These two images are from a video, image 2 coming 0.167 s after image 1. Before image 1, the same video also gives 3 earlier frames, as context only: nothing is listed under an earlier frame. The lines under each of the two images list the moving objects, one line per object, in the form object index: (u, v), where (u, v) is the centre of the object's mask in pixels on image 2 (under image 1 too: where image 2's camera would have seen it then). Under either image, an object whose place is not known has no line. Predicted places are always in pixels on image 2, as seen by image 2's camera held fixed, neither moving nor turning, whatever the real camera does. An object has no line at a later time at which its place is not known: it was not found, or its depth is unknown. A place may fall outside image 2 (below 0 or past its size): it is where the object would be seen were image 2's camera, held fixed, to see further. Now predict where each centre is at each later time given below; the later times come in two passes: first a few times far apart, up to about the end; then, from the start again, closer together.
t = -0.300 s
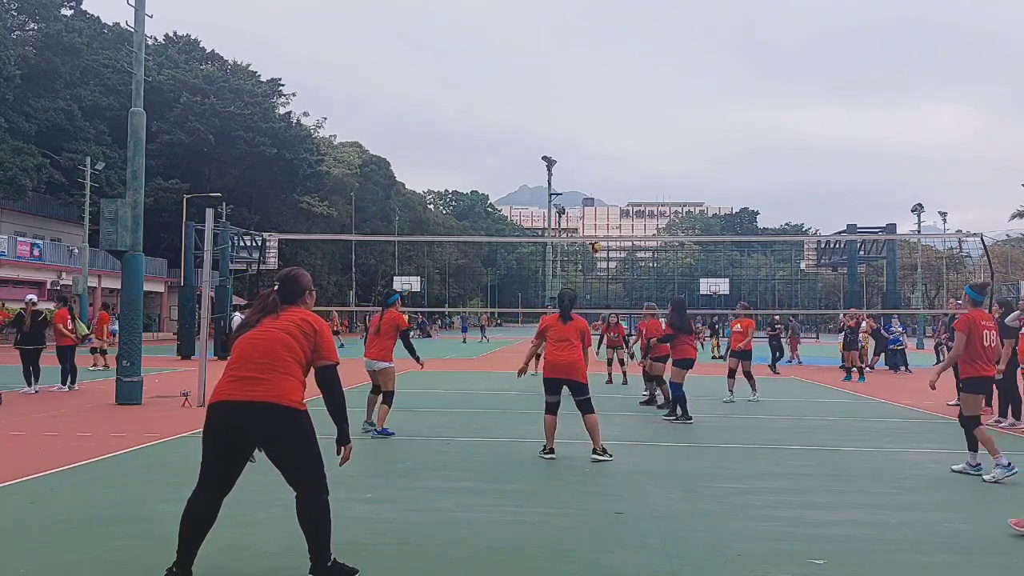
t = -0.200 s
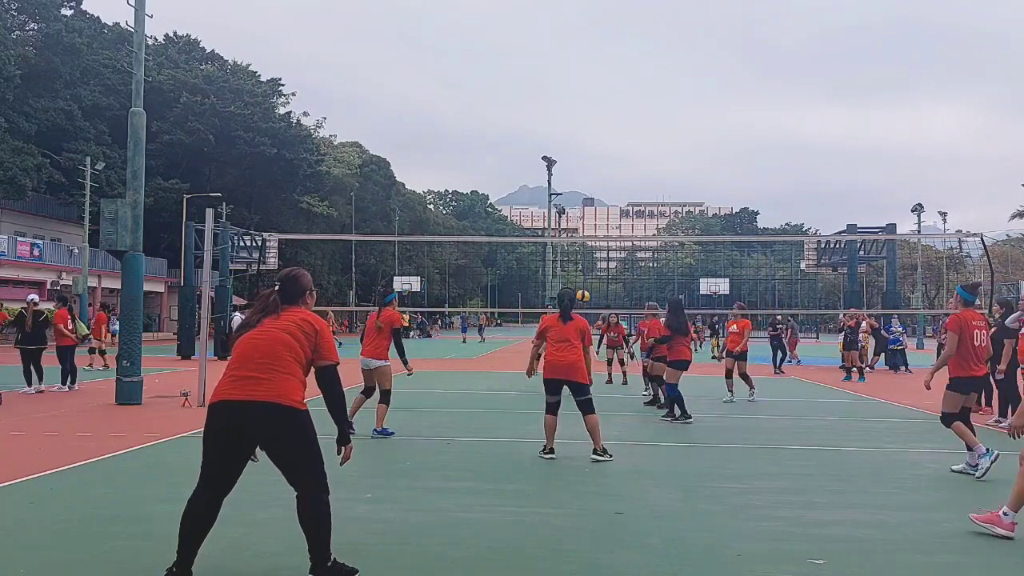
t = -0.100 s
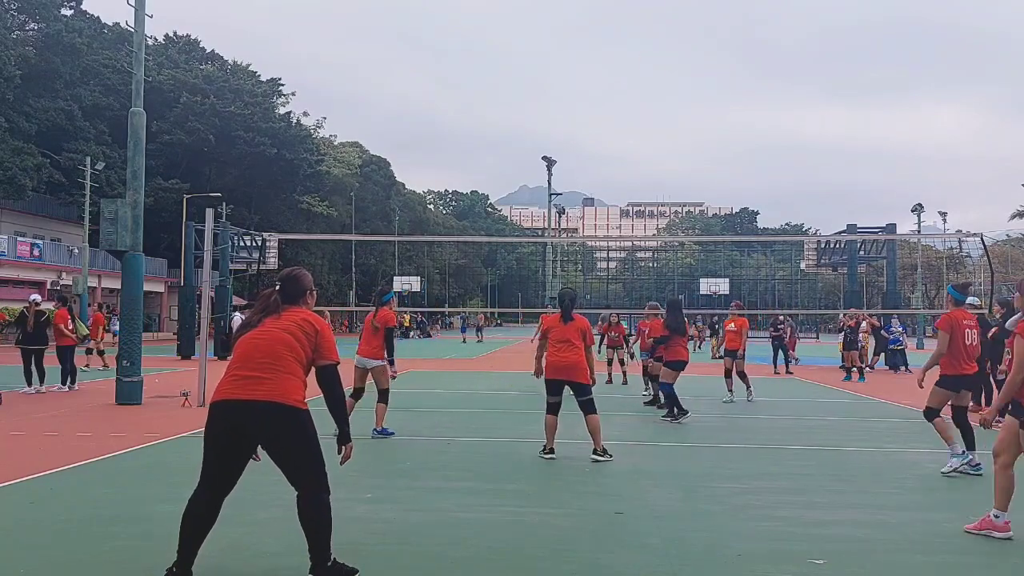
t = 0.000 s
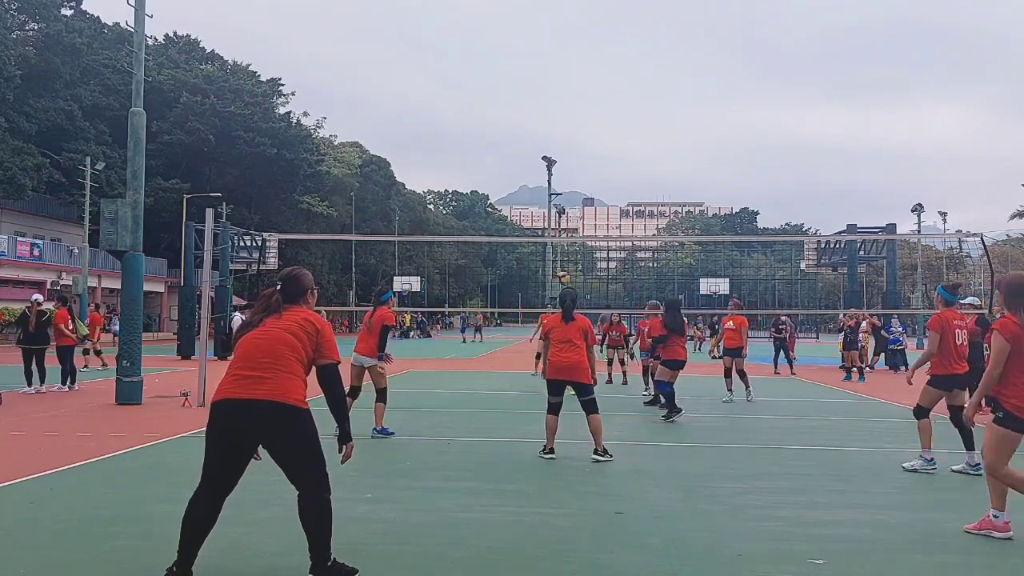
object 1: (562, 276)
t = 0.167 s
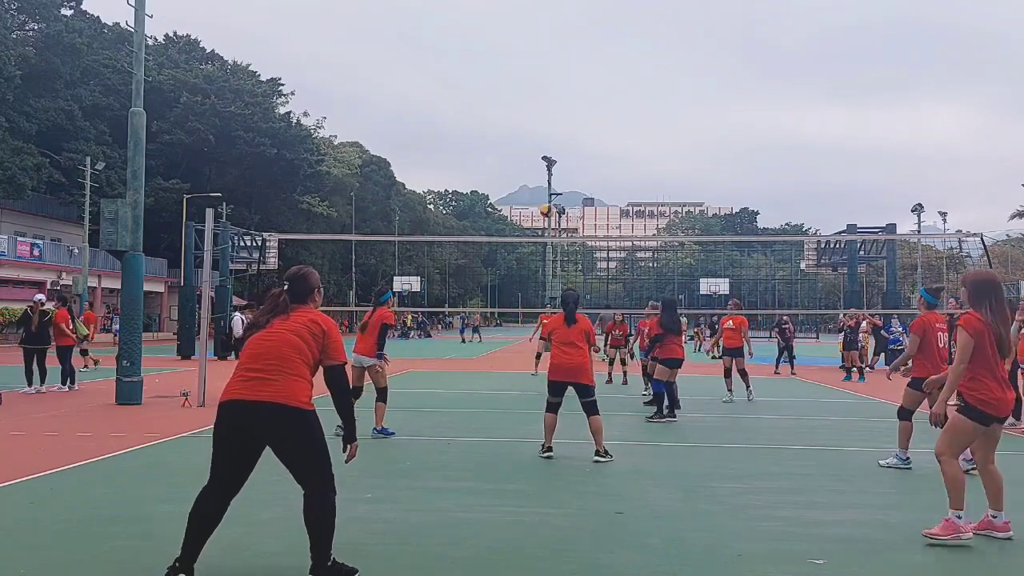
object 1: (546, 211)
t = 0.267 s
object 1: (536, 176)
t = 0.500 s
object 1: (507, 113)
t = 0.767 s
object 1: (464, 80)
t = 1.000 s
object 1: (418, 101)
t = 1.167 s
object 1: (378, 154)
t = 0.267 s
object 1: (536, 176)
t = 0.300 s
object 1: (532, 165)
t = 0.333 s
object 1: (528, 155)
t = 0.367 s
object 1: (524, 145)
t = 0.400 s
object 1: (520, 136)
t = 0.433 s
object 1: (516, 127)
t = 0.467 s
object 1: (511, 120)
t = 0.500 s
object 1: (507, 113)
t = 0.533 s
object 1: (502, 105)
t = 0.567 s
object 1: (497, 99)
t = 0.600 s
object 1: (492, 94)
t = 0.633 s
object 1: (487, 90)
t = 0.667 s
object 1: (481, 86)
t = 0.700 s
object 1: (476, 83)
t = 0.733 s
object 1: (470, 81)
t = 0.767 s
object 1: (464, 80)
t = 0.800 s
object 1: (458, 80)
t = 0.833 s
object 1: (452, 81)
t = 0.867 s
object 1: (446, 83)
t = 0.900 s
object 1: (439, 85)
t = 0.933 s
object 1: (432, 89)
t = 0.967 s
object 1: (425, 95)
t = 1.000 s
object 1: (418, 101)
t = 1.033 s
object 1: (410, 109)
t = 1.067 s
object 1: (402, 118)
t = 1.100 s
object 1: (394, 128)
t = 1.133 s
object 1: (386, 140)
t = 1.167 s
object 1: (378, 154)
